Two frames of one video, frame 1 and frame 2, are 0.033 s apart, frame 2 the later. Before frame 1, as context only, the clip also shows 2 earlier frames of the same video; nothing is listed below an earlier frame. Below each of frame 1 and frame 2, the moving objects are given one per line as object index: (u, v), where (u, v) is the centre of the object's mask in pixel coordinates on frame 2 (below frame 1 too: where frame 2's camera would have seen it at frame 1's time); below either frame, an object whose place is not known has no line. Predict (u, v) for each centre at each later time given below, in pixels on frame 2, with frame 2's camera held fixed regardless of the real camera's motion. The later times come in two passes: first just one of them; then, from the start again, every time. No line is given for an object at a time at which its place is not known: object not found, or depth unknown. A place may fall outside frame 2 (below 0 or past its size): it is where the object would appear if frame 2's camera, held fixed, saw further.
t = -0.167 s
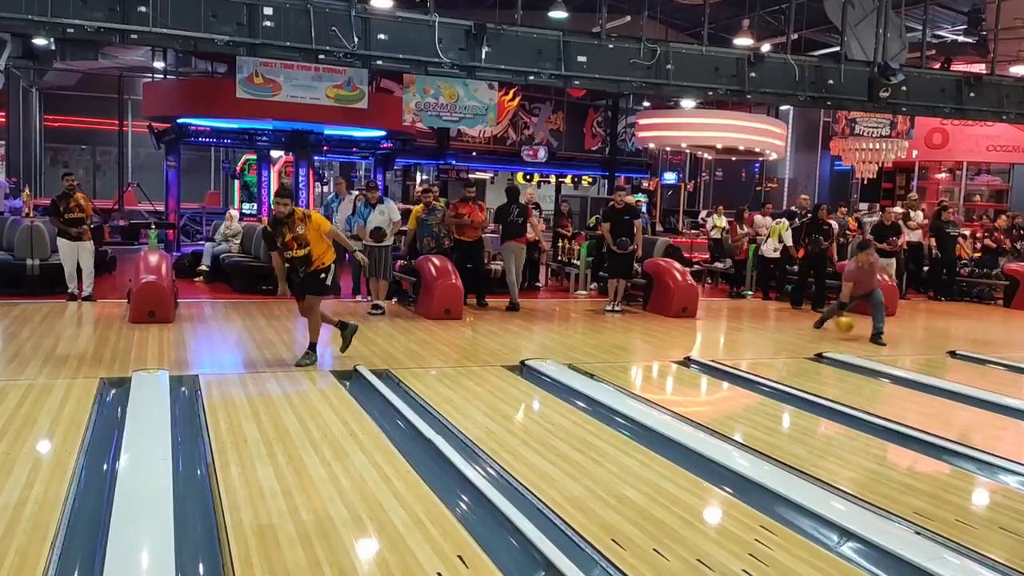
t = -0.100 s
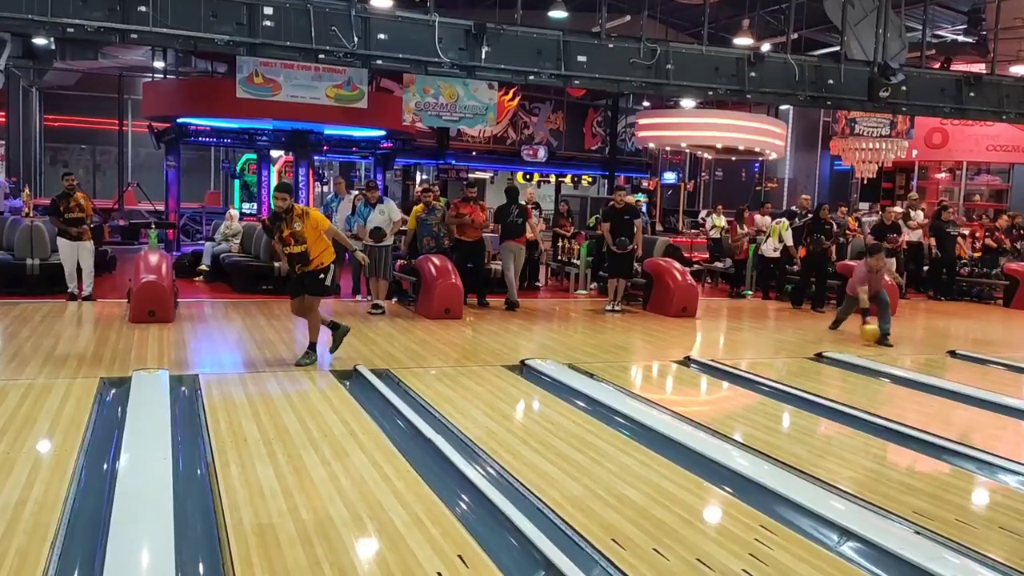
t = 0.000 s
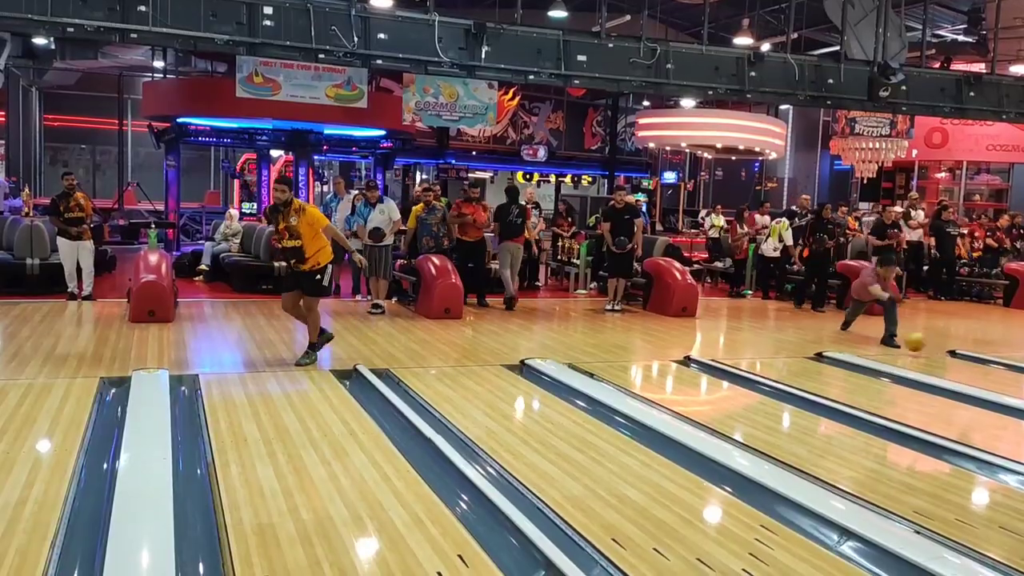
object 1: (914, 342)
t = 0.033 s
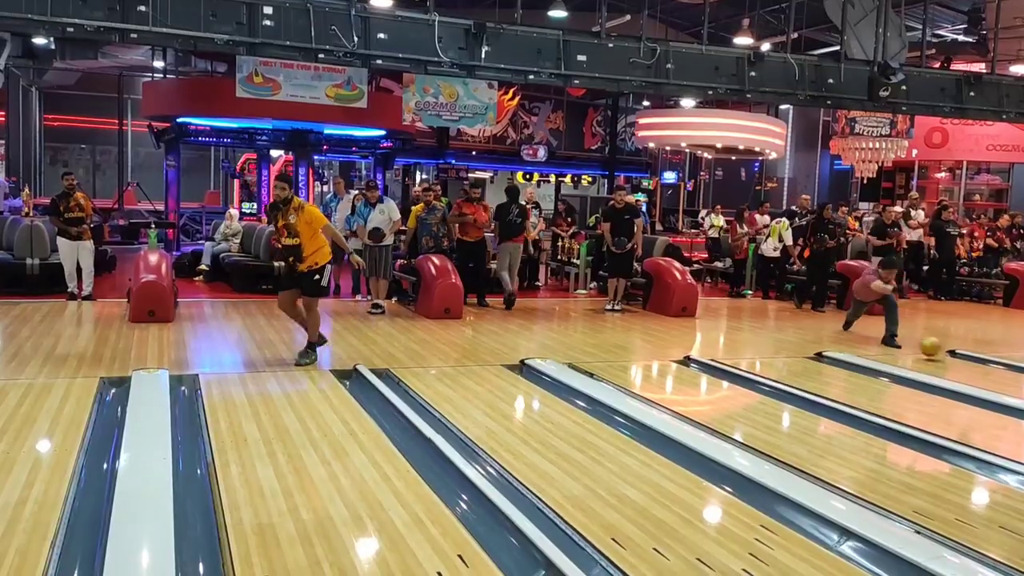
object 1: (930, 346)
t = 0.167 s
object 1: (1002, 367)
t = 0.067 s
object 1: (947, 353)
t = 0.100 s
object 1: (964, 358)
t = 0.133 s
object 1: (982, 362)
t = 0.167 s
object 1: (1002, 367)
